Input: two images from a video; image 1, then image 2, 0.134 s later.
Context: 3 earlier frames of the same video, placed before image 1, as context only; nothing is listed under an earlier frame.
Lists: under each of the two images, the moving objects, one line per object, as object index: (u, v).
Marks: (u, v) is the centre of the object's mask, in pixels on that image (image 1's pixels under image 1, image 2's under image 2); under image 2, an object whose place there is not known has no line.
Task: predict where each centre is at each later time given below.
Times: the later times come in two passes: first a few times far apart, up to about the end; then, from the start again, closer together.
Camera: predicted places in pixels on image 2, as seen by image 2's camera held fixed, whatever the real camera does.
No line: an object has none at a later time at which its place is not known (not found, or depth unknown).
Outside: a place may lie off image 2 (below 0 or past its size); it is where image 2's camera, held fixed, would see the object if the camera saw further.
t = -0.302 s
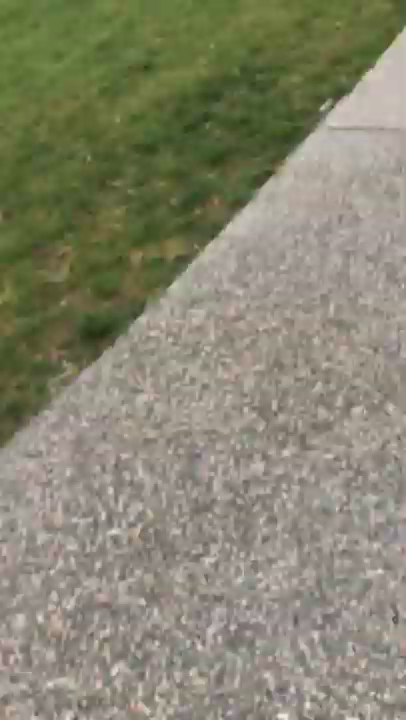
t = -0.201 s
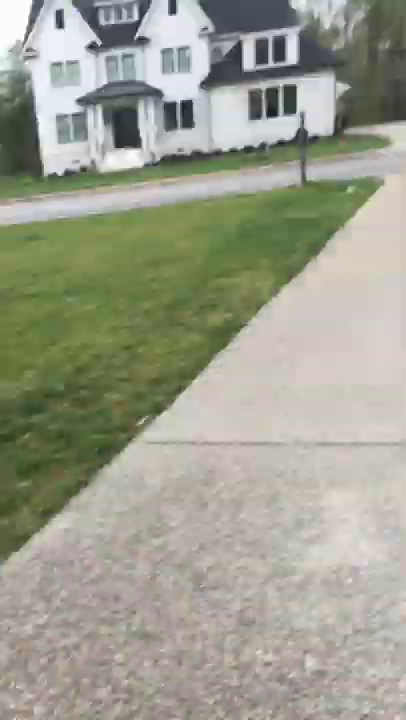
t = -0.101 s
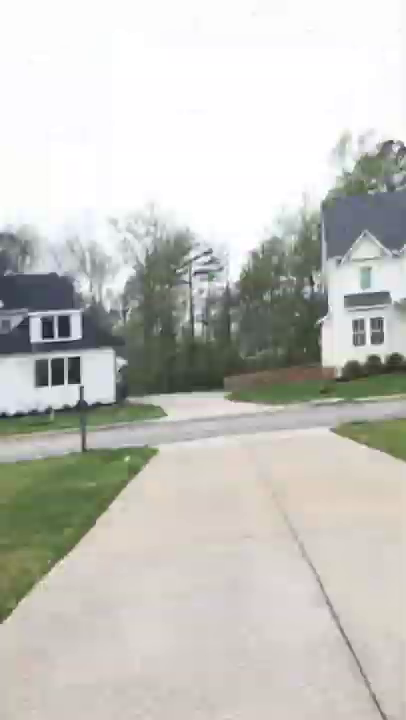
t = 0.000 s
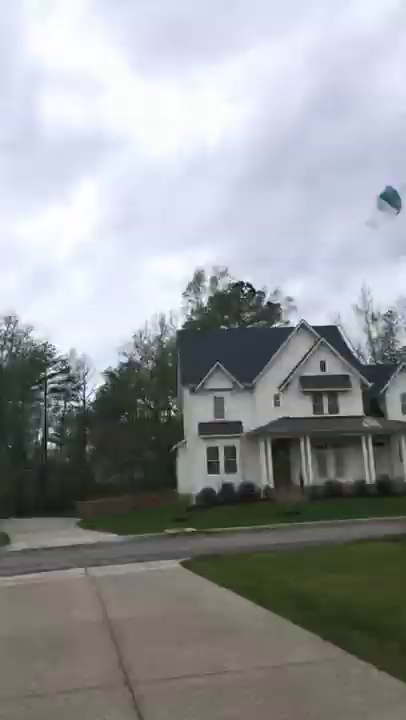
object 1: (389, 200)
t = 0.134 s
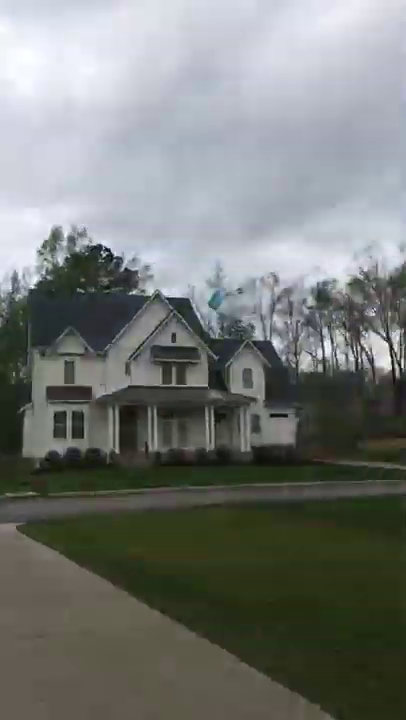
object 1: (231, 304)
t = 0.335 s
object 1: (214, 477)
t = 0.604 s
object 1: (212, 657)
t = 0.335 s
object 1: (214, 477)
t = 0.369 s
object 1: (212, 506)
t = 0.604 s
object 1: (212, 657)
